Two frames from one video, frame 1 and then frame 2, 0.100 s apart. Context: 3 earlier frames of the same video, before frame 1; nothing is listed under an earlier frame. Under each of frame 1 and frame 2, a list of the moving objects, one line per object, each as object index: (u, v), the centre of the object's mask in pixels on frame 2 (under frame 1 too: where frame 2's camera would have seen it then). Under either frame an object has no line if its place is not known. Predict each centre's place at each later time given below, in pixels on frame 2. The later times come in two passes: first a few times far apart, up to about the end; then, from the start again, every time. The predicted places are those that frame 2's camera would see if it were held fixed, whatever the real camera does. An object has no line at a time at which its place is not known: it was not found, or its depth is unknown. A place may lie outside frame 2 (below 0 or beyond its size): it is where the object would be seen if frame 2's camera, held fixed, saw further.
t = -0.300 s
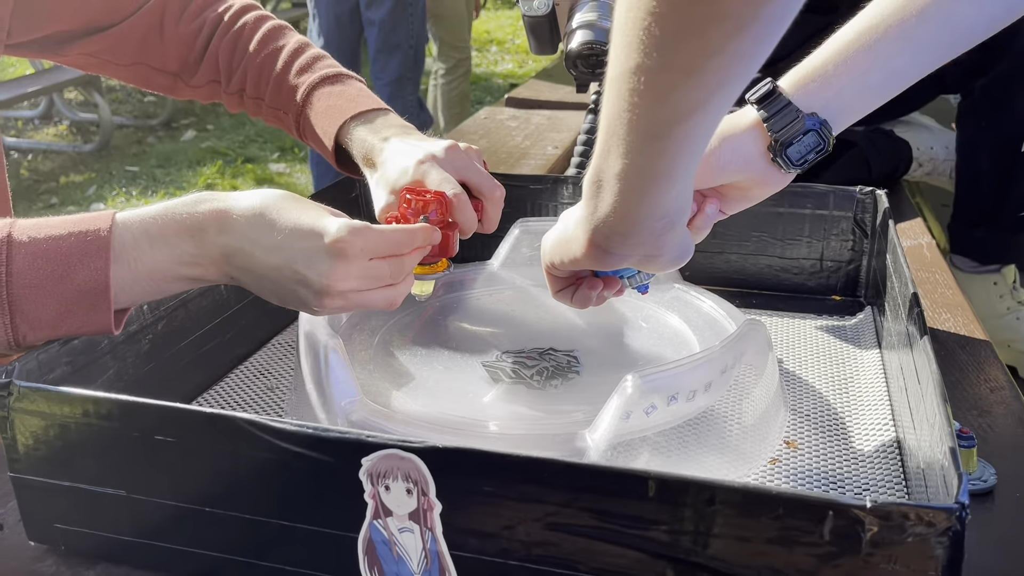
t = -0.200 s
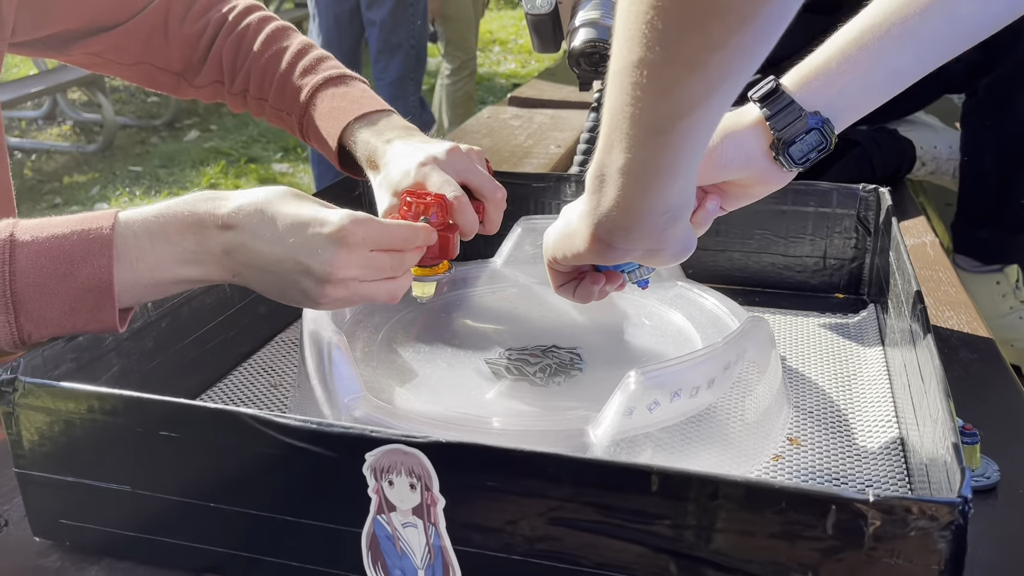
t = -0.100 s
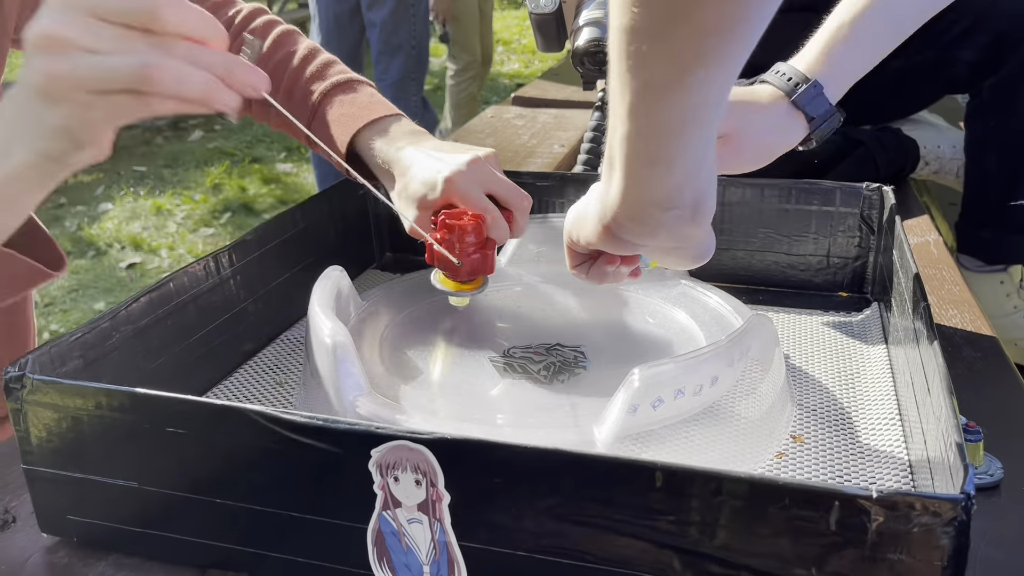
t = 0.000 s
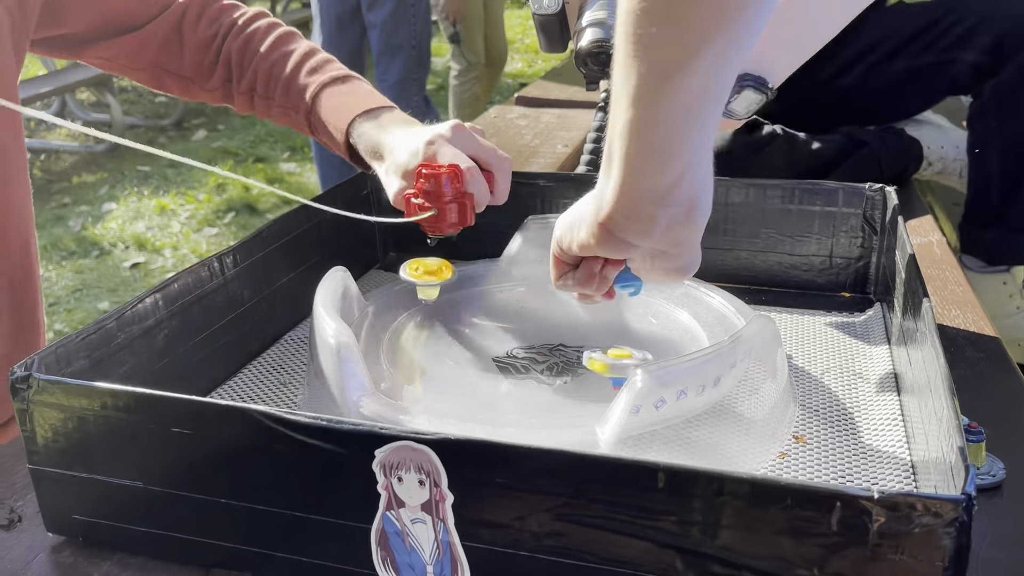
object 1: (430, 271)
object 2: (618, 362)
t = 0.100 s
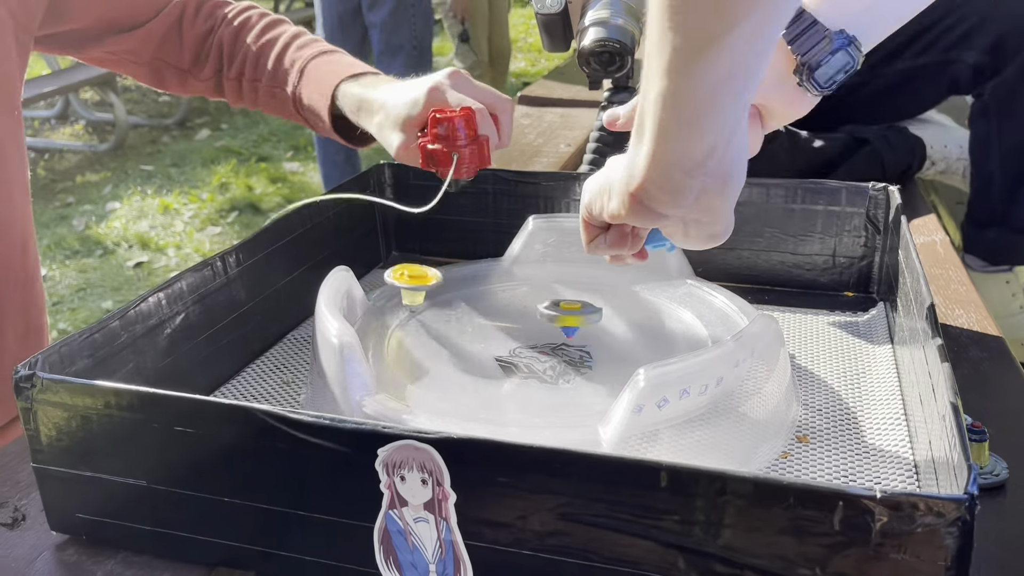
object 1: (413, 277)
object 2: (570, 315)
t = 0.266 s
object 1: (427, 312)
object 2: (499, 308)
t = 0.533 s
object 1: (532, 351)
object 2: (384, 310)
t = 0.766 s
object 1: (627, 325)
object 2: (475, 361)
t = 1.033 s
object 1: (625, 280)
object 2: (553, 285)
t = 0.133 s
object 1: (413, 283)
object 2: (552, 319)
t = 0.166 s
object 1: (415, 290)
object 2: (537, 330)
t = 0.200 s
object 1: (419, 296)
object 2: (524, 311)
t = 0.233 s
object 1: (422, 304)
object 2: (511, 304)
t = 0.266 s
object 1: (427, 312)
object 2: (499, 308)
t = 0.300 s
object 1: (434, 320)
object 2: (481, 298)
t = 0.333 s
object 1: (442, 327)
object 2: (464, 299)
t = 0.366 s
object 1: (453, 333)
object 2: (444, 295)
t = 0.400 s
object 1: (466, 339)
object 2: (424, 295)
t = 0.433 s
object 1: (481, 343)
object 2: (406, 294)
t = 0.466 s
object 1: (497, 347)
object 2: (393, 299)
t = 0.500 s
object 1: (513, 349)
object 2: (387, 302)
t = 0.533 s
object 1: (532, 351)
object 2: (384, 310)
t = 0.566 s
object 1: (548, 349)
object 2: (381, 316)
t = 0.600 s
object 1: (565, 348)
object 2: (384, 319)
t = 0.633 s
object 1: (580, 345)
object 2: (391, 327)
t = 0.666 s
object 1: (595, 341)
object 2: (401, 338)
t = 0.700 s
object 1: (608, 337)
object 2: (418, 346)
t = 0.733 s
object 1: (618, 331)
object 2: (445, 354)
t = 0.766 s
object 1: (627, 325)
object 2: (475, 361)
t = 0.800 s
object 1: (635, 319)
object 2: (506, 362)
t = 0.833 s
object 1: (639, 312)
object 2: (532, 359)
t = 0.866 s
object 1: (642, 306)
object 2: (552, 350)
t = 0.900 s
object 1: (643, 300)
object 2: (566, 339)
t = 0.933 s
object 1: (642, 294)
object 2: (572, 325)
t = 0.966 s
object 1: (638, 288)
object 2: (571, 311)
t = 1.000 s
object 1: (632, 284)
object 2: (565, 297)
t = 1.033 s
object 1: (625, 280)
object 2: (553, 285)
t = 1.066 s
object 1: (615, 277)
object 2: (538, 274)
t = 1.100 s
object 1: (605, 275)
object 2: (523, 266)
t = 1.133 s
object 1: (594, 274)
